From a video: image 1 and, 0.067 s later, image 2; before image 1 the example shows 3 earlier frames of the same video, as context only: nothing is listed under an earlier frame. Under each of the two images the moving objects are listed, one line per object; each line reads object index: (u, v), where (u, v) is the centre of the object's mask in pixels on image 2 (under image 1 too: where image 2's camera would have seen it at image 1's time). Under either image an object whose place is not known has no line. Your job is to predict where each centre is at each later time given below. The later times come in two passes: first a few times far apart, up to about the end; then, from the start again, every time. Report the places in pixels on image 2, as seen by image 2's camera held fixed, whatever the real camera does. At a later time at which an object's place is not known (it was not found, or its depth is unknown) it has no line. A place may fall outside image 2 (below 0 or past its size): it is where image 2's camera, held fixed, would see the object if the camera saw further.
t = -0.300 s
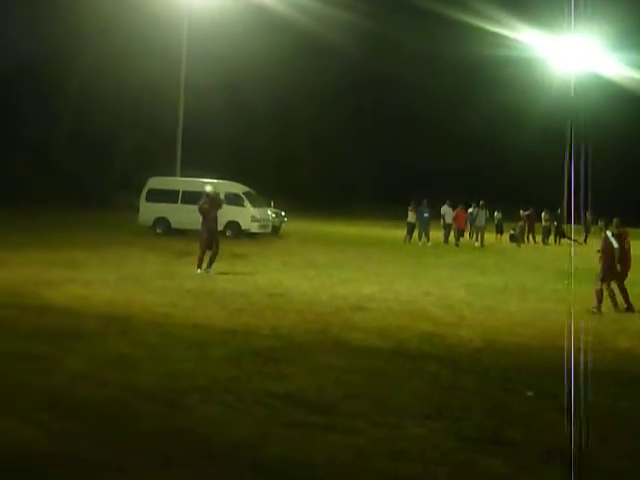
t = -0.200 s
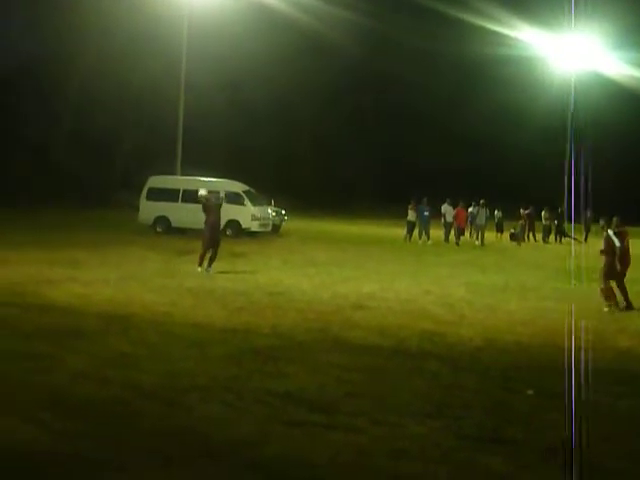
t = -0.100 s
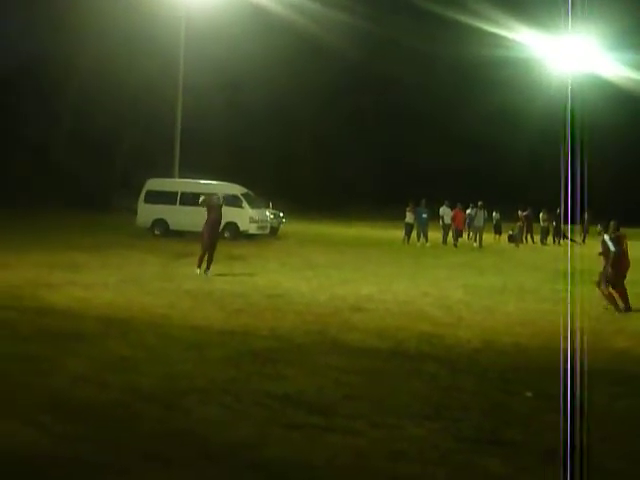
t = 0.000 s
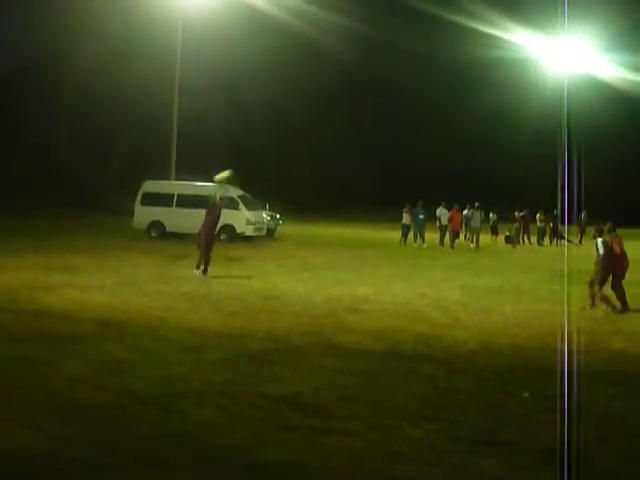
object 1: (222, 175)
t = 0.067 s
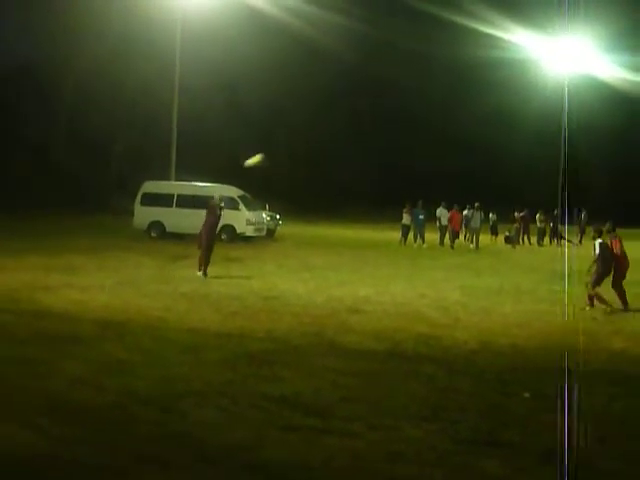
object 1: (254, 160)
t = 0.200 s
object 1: (316, 134)
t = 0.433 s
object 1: (424, 106)
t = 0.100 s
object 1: (269, 153)
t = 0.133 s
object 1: (285, 146)
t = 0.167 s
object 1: (301, 140)
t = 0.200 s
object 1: (316, 134)
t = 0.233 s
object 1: (332, 129)
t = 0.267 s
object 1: (348, 124)
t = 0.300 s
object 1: (364, 119)
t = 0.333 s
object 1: (379, 115)
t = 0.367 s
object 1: (394, 111)
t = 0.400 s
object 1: (409, 108)
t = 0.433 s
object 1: (424, 106)
